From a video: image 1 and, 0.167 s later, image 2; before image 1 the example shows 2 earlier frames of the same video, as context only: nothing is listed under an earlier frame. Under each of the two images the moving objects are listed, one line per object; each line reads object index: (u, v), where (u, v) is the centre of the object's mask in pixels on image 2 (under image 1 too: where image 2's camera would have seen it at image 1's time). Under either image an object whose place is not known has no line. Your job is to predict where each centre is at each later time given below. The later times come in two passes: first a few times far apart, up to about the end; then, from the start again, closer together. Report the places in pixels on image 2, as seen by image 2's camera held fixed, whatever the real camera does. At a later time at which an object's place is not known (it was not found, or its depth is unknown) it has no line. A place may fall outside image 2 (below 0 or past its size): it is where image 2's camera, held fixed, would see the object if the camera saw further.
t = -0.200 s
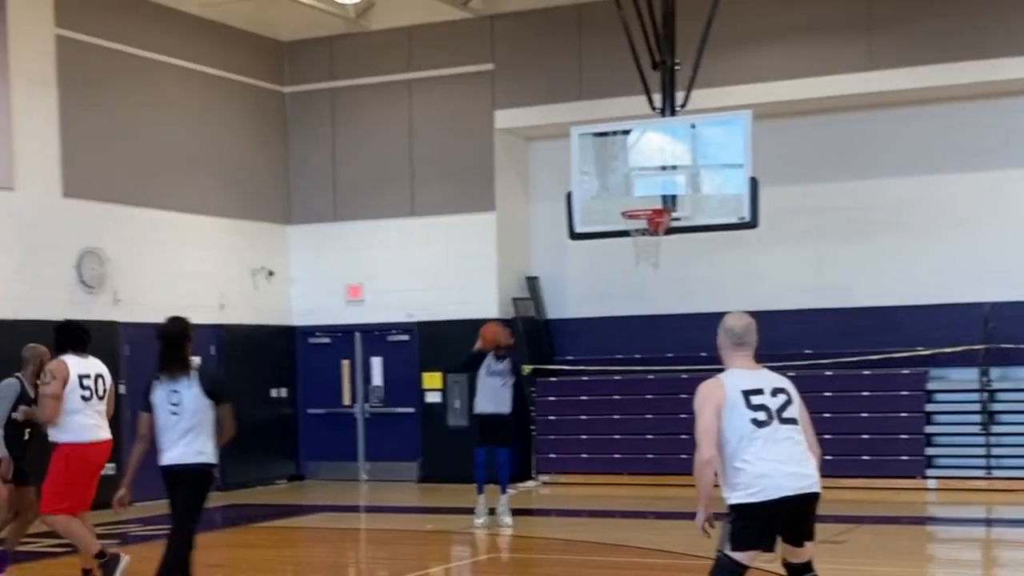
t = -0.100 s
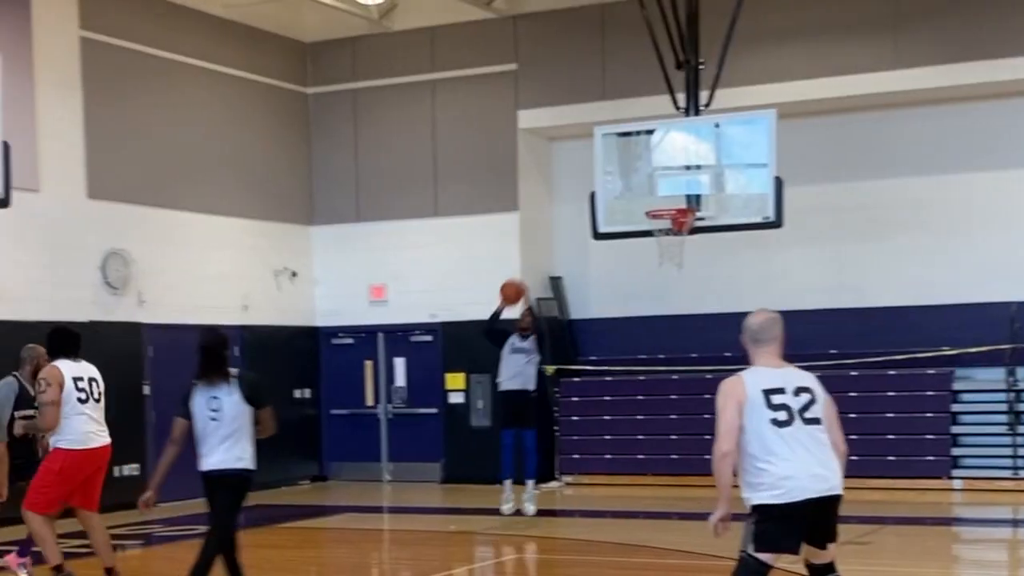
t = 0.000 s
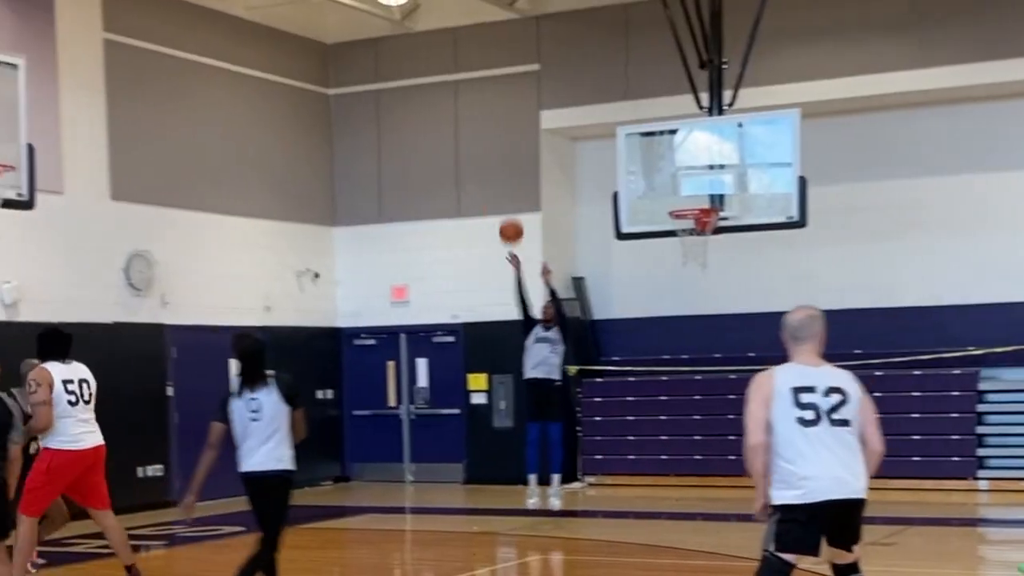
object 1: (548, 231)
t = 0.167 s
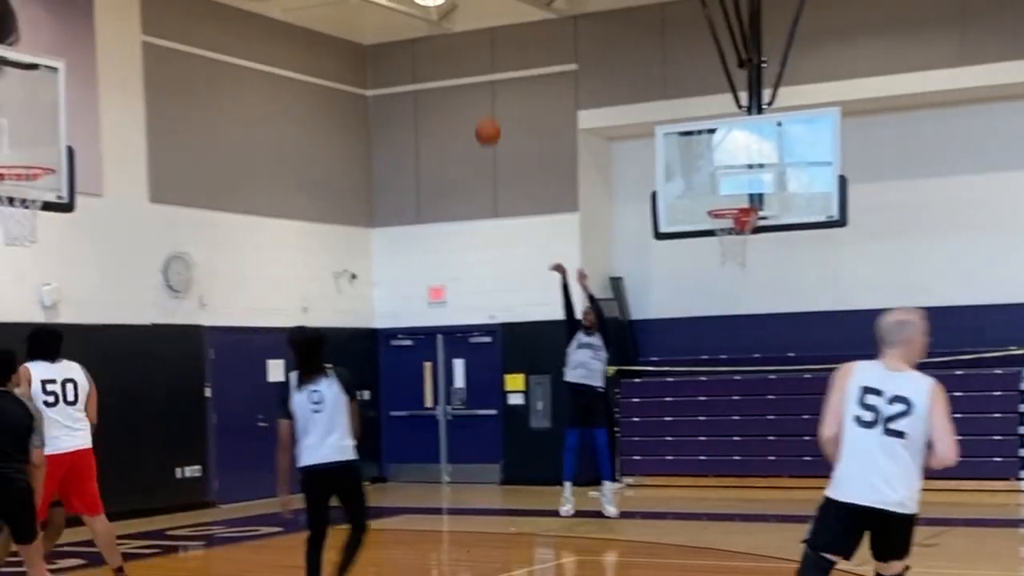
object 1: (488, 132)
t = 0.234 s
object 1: (462, 98)
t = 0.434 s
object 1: (380, 21)
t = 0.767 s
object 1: (226, -2)
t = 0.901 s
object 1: (158, 17)
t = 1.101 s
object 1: (46, 106)
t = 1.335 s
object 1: (-25, 68)
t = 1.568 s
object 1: (-61, -3)
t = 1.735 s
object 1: (-86, -5)
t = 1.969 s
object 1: (-124, 51)
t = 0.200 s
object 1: (475, 114)
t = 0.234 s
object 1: (462, 98)
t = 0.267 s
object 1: (449, 82)
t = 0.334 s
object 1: (422, 54)
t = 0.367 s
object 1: (409, 43)
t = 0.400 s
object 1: (394, 31)
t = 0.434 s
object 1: (380, 21)
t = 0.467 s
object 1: (365, 12)
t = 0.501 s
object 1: (352, 7)
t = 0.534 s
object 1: (336, 3)
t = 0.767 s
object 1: (226, -2)
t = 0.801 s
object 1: (210, -1)
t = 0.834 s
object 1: (193, 1)
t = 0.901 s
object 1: (158, 17)
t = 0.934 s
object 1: (139, 27)
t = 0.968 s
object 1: (121, 39)
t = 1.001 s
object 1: (102, 53)
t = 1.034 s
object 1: (84, 70)
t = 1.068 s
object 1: (65, 86)
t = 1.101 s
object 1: (46, 106)
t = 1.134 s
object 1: (26, 127)
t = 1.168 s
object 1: (5, 150)
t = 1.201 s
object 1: (-5, 147)
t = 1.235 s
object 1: (-10, 126)
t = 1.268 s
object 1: (-15, 105)
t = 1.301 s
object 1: (-20, 86)
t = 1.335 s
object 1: (-25, 68)
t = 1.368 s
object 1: (-28, 53)
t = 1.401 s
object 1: (-34, 36)
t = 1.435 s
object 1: (-39, 24)
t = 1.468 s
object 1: (-45, 12)
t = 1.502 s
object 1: (-50, 4)
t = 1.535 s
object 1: (-56, 0)
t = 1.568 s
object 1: (-61, -3)
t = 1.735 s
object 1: (-86, -5)
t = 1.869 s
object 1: (-111, 9)
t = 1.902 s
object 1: (-113, 20)
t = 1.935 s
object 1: (-119, 34)
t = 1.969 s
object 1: (-124, 51)
